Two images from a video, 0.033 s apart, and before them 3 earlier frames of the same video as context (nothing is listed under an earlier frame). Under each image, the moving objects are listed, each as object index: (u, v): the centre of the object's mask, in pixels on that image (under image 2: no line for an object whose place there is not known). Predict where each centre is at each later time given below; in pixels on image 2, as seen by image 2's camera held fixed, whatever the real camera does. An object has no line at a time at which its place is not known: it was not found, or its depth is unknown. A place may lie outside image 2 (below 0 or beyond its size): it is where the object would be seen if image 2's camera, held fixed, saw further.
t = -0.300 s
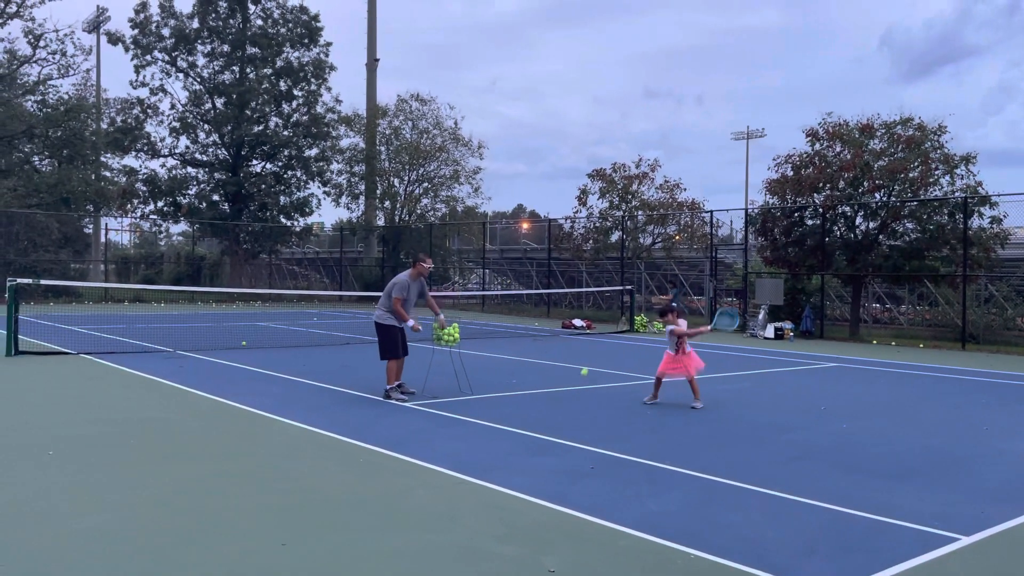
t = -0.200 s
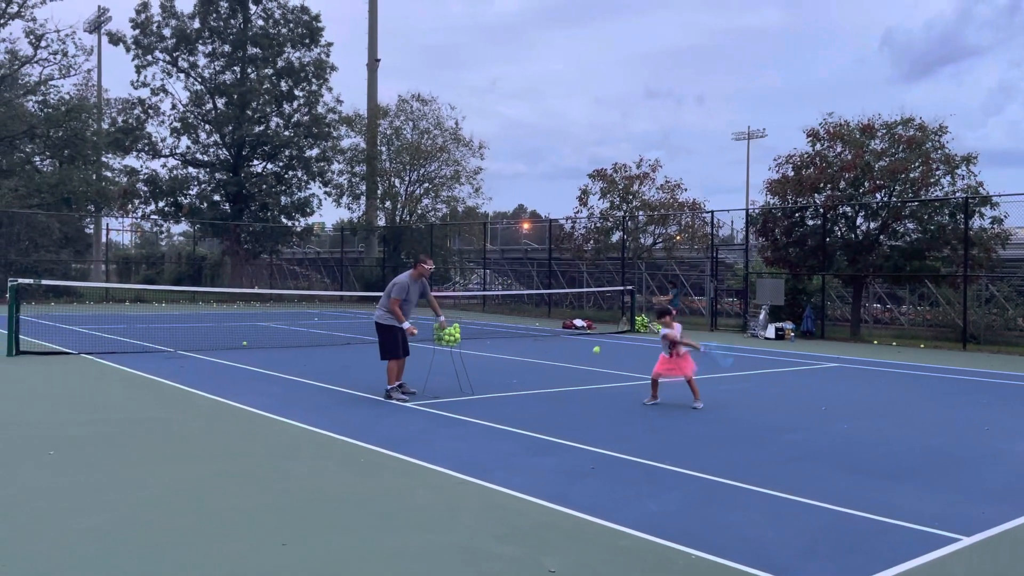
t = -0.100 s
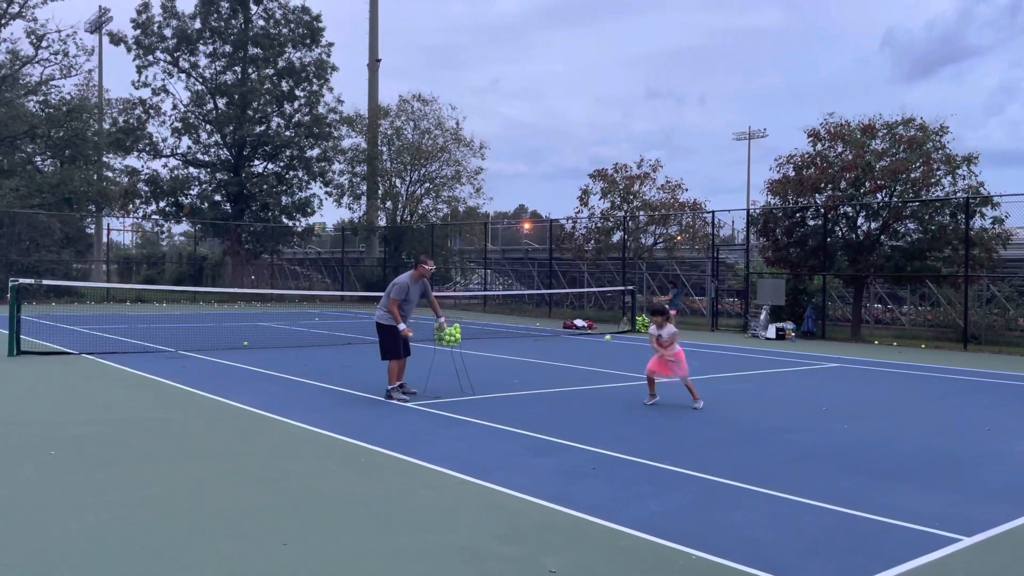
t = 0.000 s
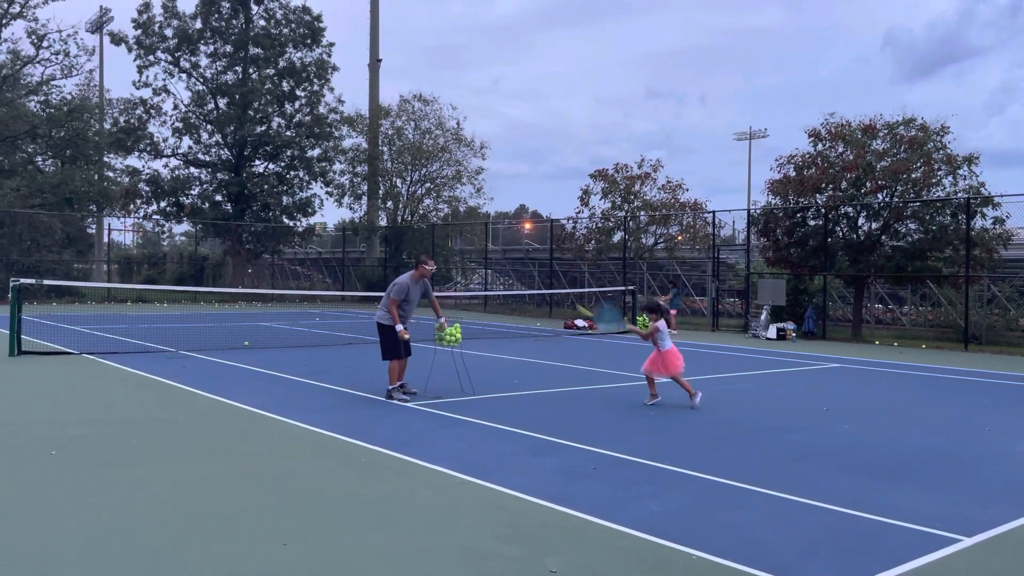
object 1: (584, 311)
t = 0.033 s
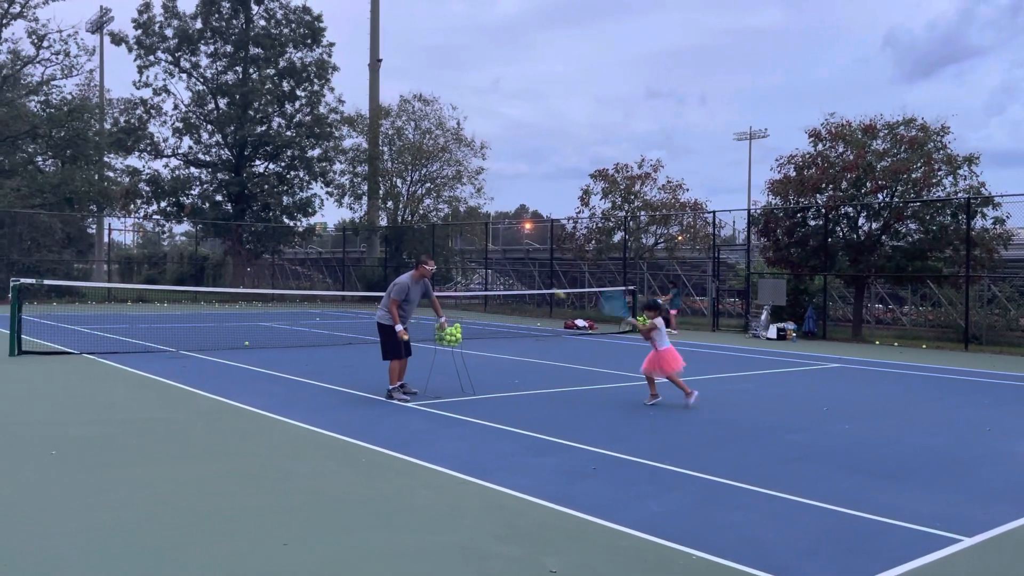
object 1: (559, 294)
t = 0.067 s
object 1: (535, 278)
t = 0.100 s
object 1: (514, 264)
